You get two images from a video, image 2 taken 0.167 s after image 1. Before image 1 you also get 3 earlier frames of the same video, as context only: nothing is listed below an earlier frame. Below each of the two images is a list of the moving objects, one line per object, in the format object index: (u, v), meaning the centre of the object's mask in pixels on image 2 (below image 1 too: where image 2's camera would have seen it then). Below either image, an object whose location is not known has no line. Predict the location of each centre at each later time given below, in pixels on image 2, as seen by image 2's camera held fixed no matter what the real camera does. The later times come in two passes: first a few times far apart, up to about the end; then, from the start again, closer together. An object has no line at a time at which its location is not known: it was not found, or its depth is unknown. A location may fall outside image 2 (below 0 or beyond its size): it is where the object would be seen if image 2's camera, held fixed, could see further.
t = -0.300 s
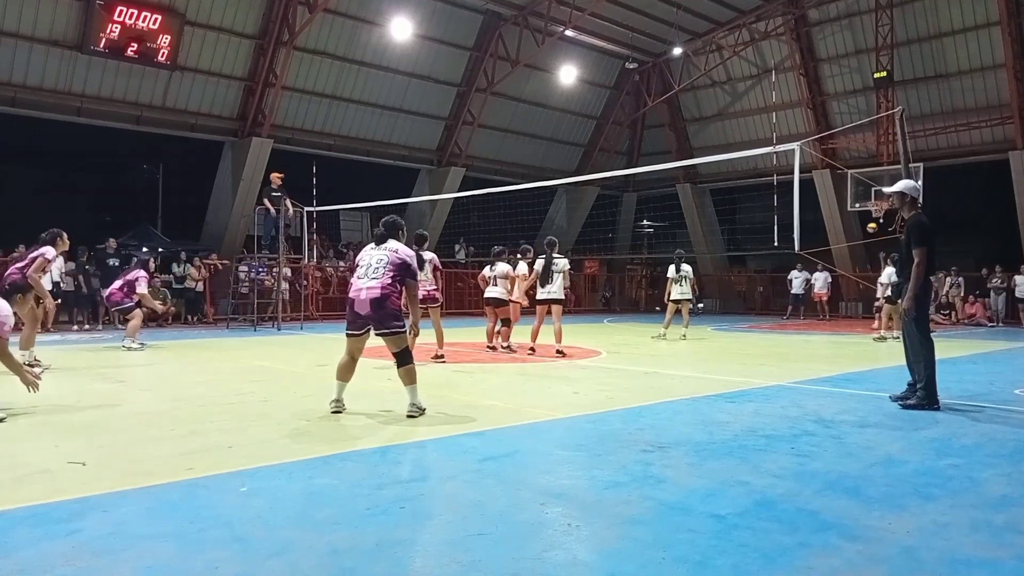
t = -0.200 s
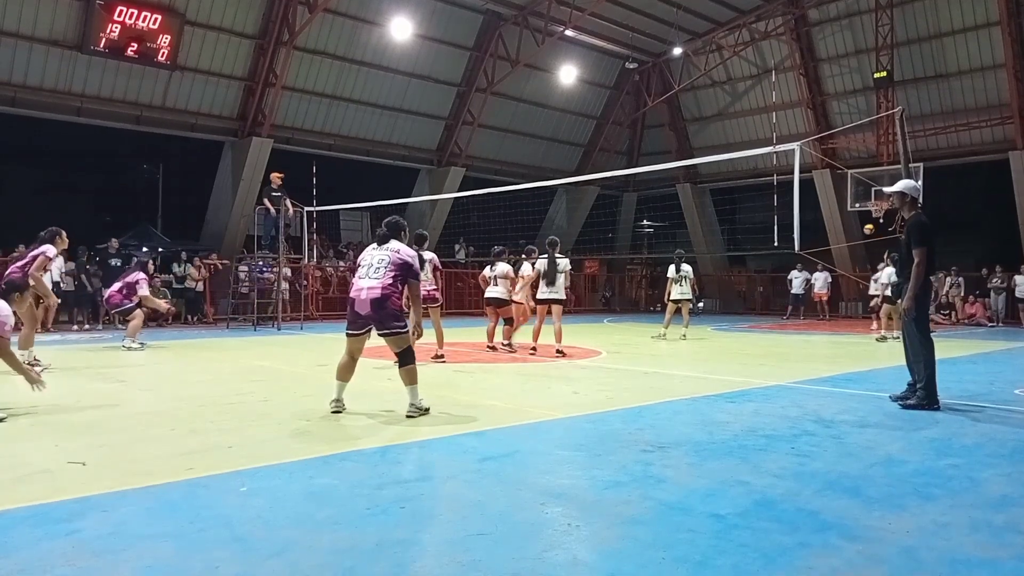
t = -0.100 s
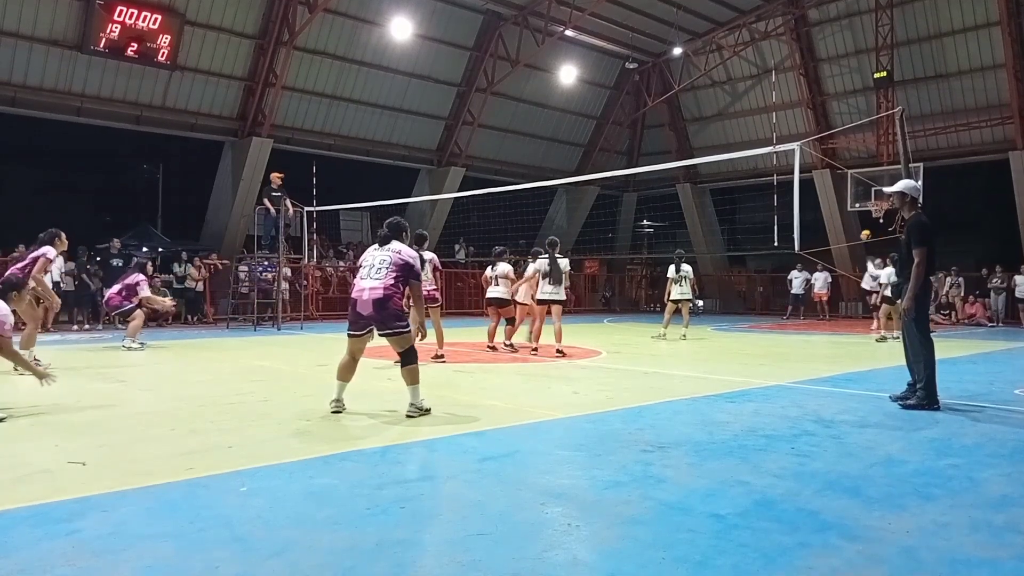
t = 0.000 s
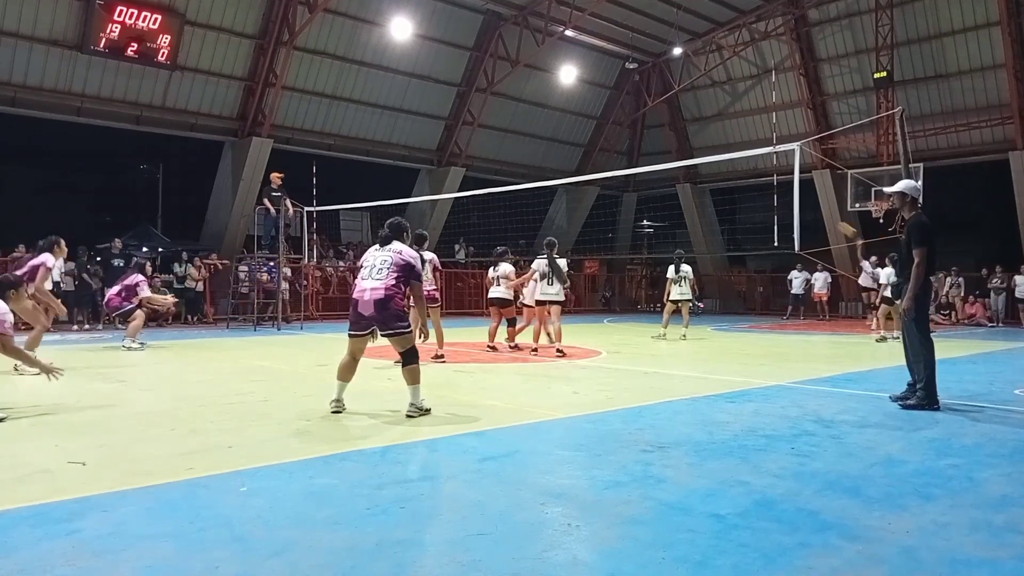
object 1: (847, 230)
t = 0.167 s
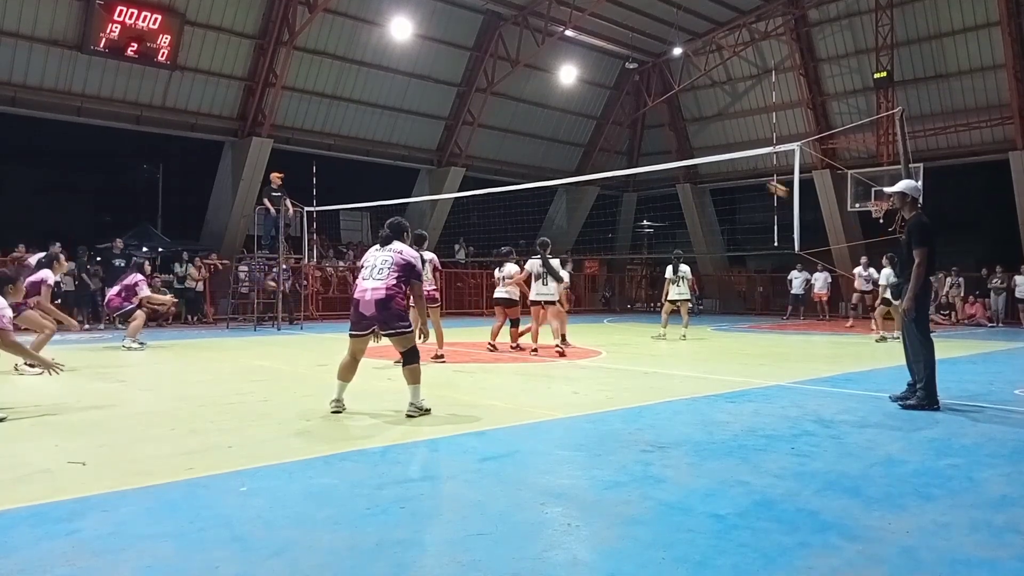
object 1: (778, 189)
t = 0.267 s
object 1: (732, 170)
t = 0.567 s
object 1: (577, 137)
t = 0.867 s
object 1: (381, 162)
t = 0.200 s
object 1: (763, 182)
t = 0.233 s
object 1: (748, 176)
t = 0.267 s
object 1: (732, 170)
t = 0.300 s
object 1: (718, 166)
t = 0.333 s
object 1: (697, 154)
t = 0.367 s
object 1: (682, 153)
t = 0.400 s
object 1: (668, 150)
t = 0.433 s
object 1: (651, 146)
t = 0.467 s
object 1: (633, 143)
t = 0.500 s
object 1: (614, 140)
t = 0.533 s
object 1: (596, 138)
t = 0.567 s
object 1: (577, 137)
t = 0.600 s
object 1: (558, 136)
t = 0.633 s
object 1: (538, 137)
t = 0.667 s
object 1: (517, 138)
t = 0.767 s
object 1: (451, 146)
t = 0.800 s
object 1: (428, 150)
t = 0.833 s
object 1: (406, 155)
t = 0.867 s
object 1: (381, 162)
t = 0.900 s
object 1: (356, 169)
